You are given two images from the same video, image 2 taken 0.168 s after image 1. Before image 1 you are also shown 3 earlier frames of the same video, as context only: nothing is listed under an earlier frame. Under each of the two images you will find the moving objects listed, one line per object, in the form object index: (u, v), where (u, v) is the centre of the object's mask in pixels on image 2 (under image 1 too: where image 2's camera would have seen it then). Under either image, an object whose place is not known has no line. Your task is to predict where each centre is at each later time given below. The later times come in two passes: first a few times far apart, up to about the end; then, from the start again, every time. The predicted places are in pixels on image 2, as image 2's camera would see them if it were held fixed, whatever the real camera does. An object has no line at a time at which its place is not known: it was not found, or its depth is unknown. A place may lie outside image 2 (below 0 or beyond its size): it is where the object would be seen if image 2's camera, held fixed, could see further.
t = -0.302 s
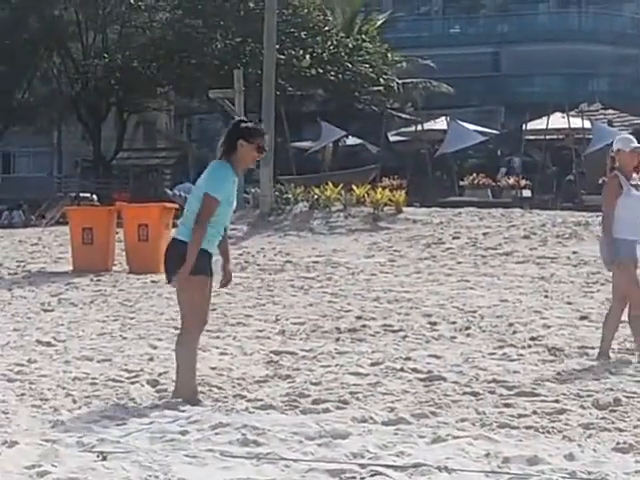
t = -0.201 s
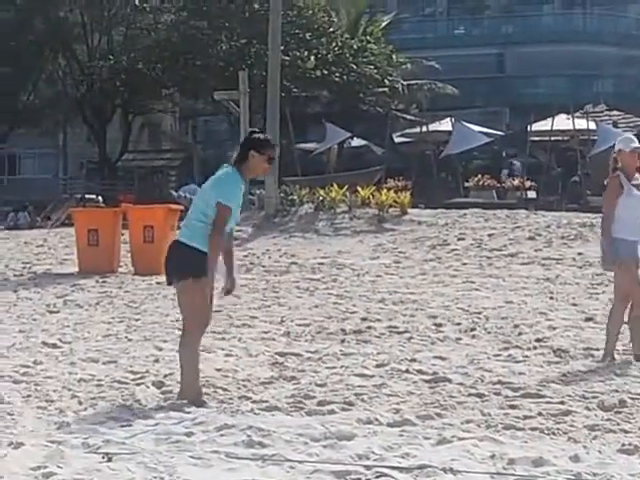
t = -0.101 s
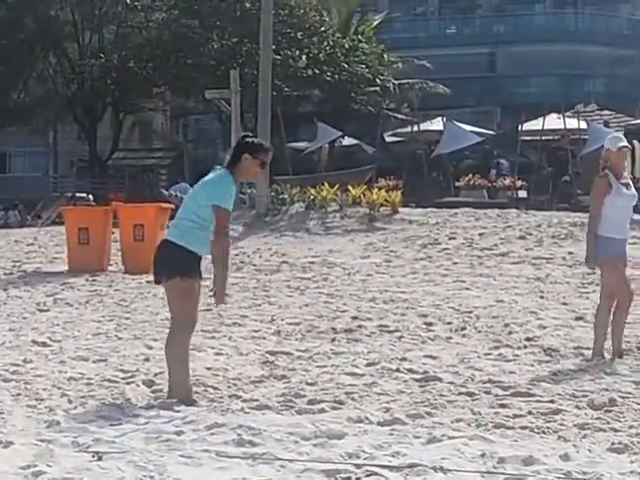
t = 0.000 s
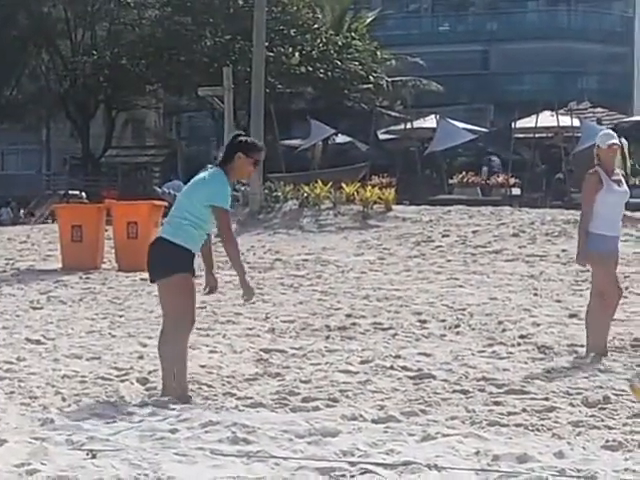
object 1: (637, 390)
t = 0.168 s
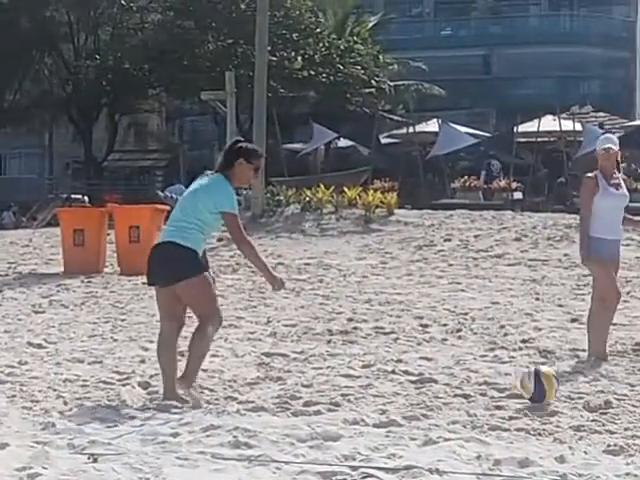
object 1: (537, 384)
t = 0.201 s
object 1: (520, 381)
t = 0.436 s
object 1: (398, 379)
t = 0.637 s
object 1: (315, 372)
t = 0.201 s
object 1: (520, 381)
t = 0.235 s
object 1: (502, 379)
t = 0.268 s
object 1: (483, 378)
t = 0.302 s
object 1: (465, 380)
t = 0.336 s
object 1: (448, 383)
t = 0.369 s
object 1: (430, 383)
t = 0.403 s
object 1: (414, 381)
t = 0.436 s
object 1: (398, 379)
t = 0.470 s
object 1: (382, 376)
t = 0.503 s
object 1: (368, 375)
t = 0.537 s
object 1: (355, 373)
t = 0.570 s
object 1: (341, 371)
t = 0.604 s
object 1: (328, 371)
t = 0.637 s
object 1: (315, 372)
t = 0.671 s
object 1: (303, 372)
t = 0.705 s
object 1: (293, 371)
